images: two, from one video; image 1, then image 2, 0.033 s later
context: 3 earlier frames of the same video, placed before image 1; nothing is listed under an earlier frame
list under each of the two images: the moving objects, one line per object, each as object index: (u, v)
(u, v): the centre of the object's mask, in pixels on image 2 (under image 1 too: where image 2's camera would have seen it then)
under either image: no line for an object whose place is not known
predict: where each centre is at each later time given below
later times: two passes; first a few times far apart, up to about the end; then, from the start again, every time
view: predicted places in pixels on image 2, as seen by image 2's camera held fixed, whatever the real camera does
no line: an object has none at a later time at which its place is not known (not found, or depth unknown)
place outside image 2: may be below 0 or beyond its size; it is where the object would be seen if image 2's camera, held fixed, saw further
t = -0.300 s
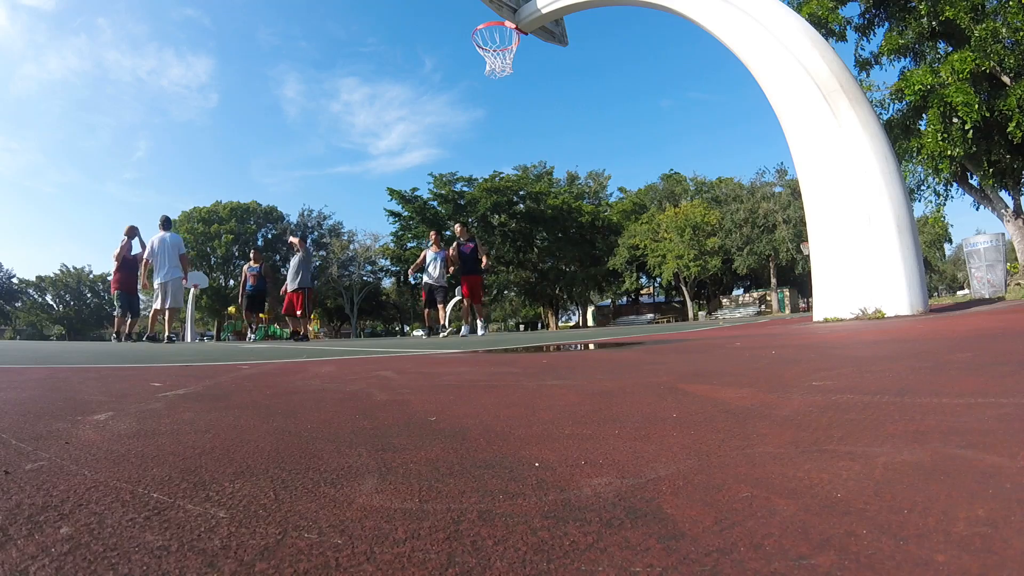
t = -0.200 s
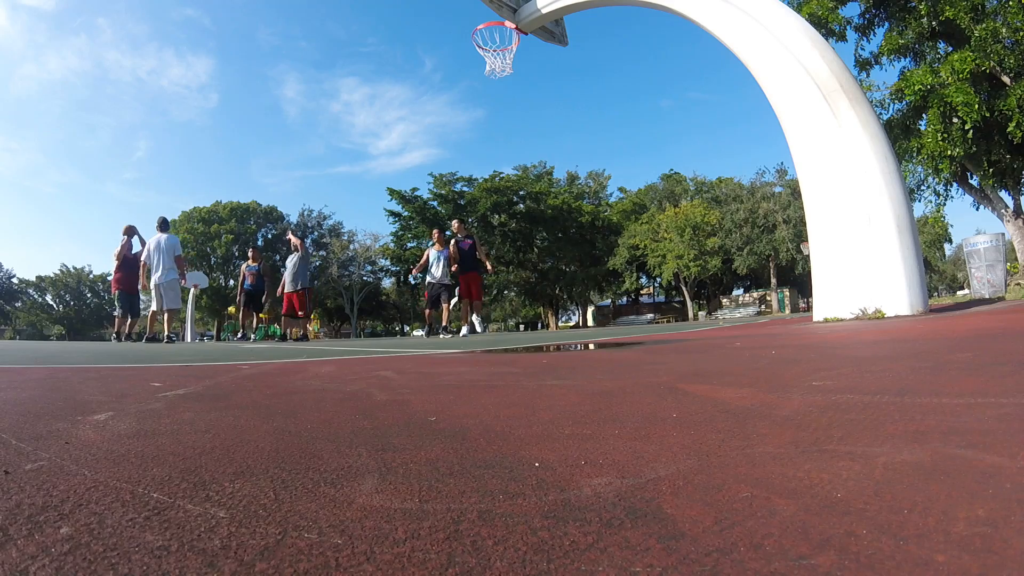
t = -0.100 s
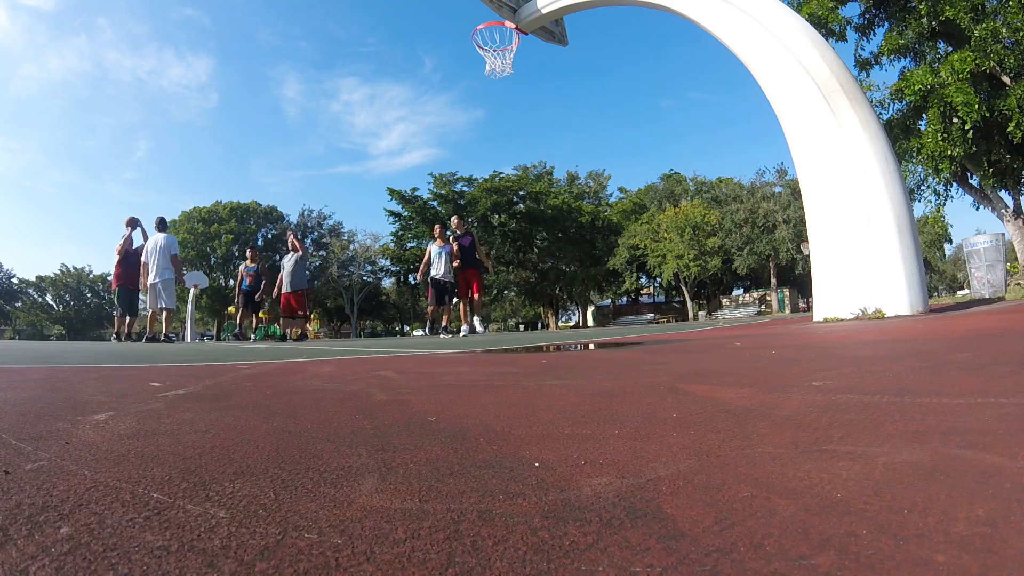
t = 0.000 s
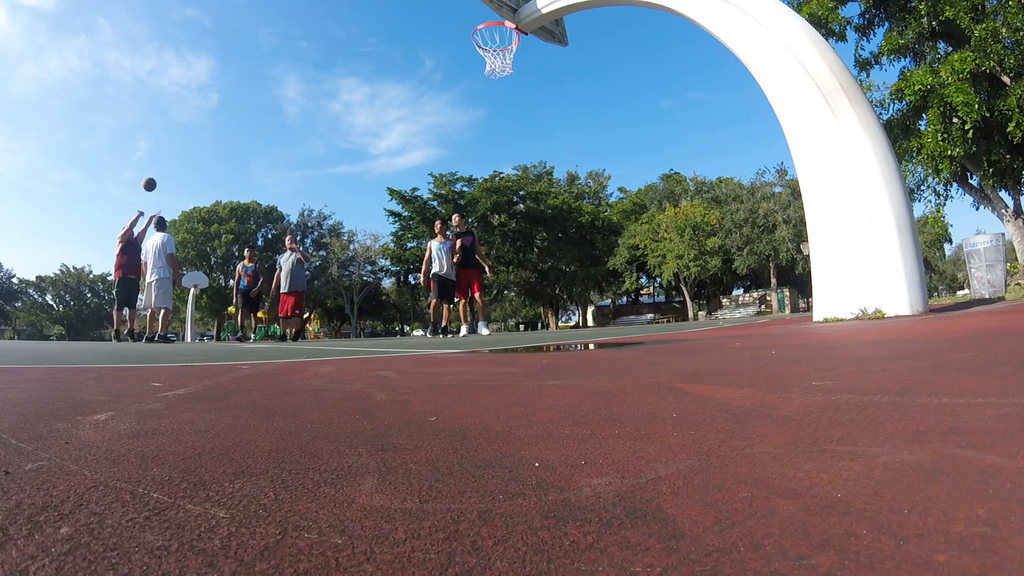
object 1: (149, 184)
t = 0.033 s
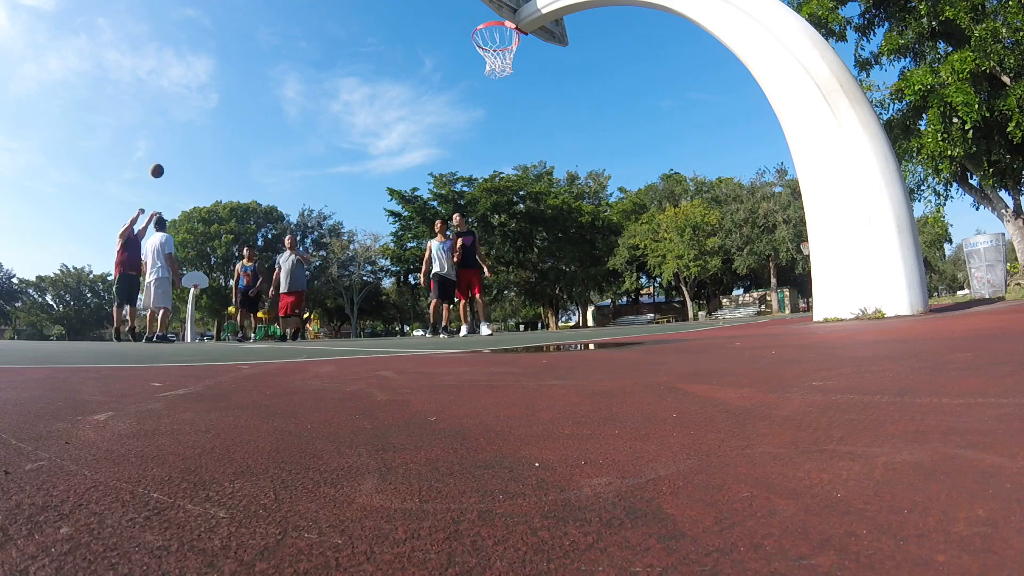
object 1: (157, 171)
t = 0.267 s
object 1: (212, 90)
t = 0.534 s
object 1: (282, 30)
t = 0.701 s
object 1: (329, 10)
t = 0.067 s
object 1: (165, 158)
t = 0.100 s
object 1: (172, 145)
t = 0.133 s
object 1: (180, 133)
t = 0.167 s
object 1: (188, 122)
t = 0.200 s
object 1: (196, 111)
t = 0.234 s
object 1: (204, 100)
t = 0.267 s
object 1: (212, 90)
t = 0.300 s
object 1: (221, 81)
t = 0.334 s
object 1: (229, 72)
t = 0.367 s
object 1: (238, 64)
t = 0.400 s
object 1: (246, 56)
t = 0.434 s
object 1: (255, 49)
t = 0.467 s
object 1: (264, 42)
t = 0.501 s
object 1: (273, 36)
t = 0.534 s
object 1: (282, 30)
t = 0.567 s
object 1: (291, 25)
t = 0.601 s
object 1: (300, 20)
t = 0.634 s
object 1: (309, 16)
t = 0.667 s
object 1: (319, 13)
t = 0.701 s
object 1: (329, 10)
